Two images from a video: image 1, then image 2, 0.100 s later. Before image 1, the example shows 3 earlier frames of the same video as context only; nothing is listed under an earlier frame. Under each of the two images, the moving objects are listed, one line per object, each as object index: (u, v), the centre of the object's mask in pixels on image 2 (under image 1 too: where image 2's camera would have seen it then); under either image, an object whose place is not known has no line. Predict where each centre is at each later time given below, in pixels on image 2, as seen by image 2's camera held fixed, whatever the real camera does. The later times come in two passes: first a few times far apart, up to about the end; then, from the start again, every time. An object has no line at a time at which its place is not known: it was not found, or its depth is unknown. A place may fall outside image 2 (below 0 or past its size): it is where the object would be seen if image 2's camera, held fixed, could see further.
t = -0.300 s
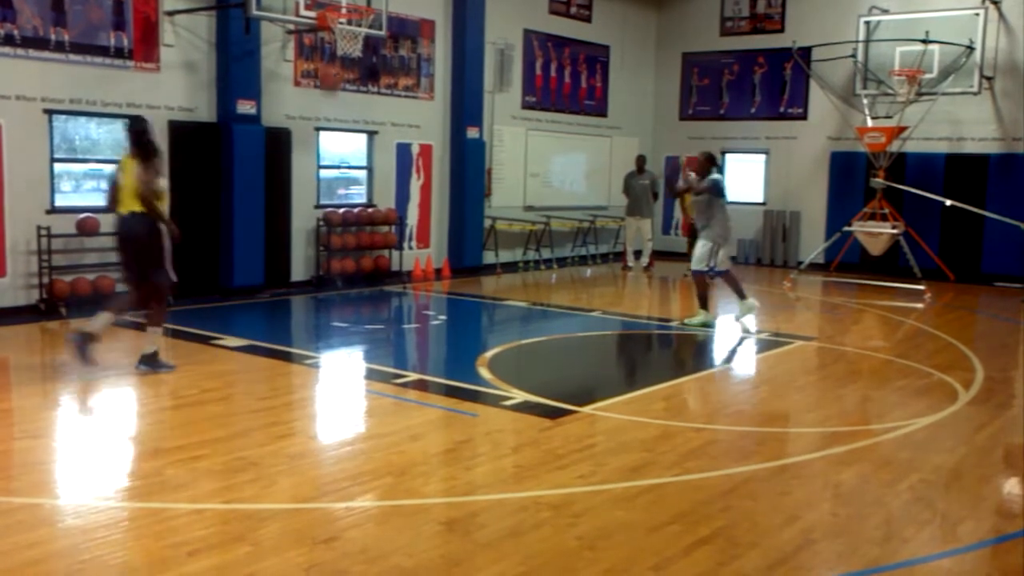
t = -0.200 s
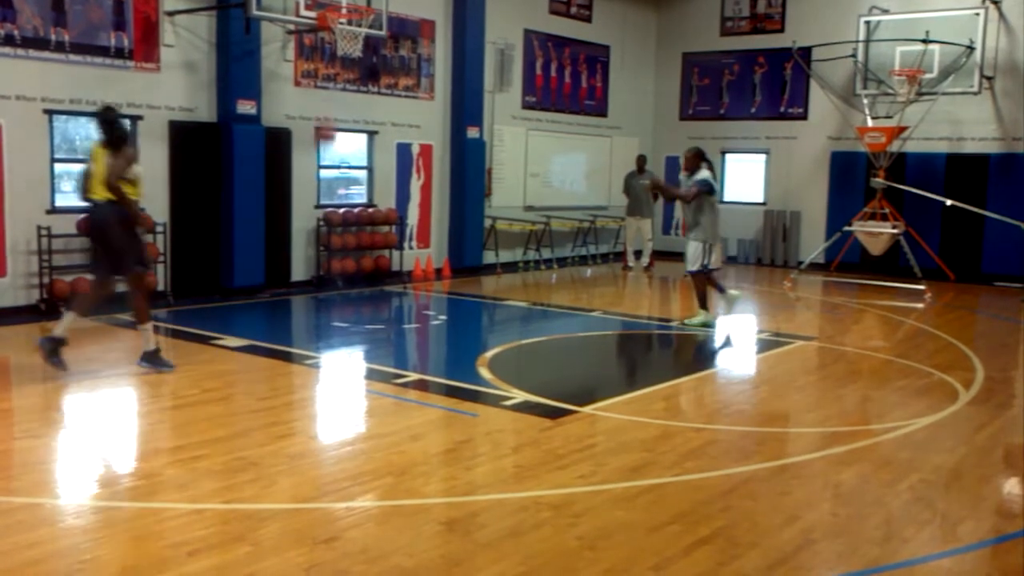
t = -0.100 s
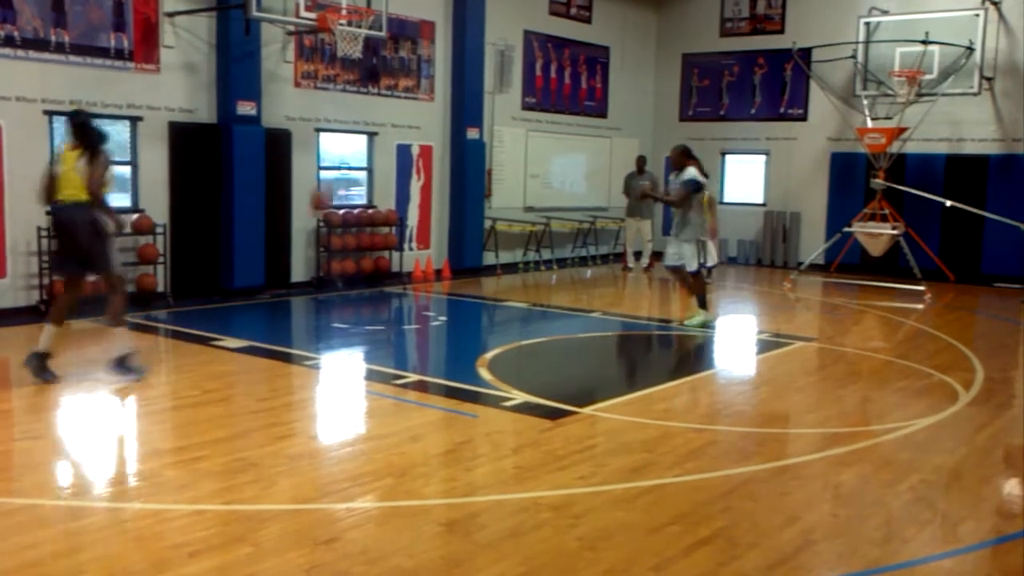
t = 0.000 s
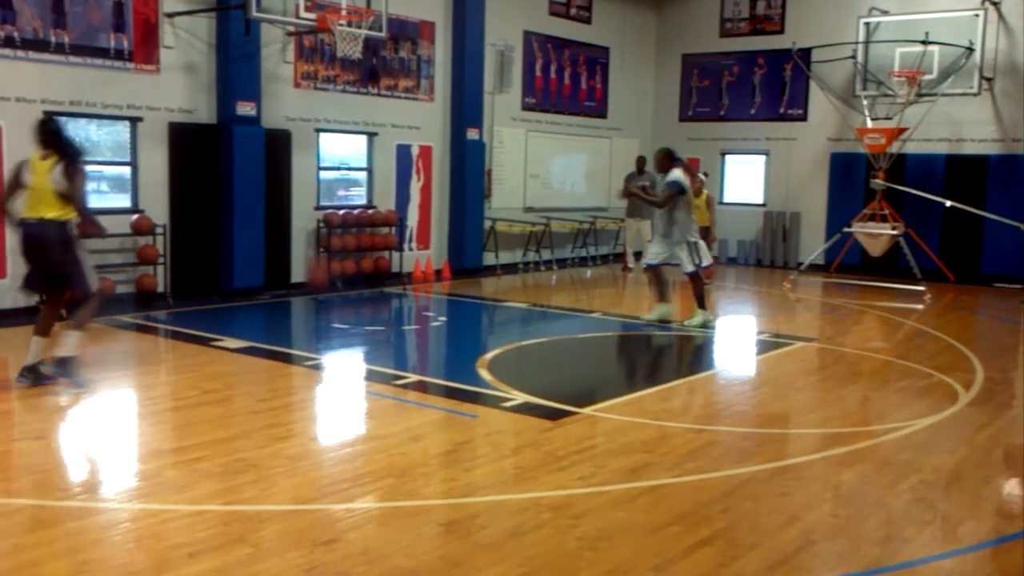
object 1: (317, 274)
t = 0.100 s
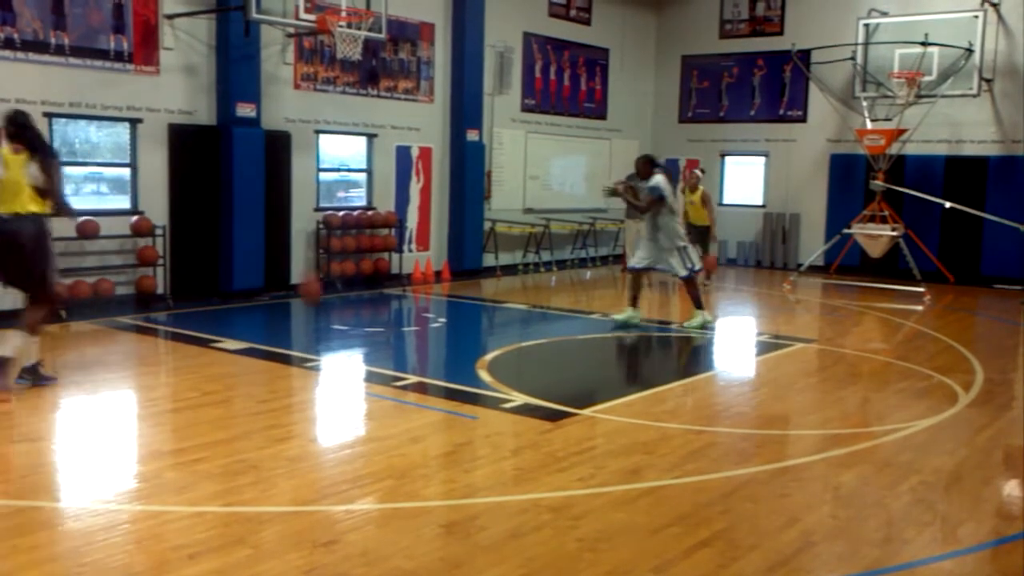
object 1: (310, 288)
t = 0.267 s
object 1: (293, 199)
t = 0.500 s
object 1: (271, 123)
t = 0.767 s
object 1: (244, 107)
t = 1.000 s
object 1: (220, 159)
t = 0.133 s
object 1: (308, 269)
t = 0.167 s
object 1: (304, 249)
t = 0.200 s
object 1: (300, 232)
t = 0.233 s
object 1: (296, 215)
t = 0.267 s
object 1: (293, 199)
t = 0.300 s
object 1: (289, 185)
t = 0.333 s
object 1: (286, 172)
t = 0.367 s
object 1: (283, 159)
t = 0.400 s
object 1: (280, 149)
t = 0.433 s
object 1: (277, 140)
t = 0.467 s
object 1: (275, 133)
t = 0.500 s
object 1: (271, 123)
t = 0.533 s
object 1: (268, 117)
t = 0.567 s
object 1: (265, 112)
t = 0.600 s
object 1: (261, 108)
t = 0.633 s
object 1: (258, 105)
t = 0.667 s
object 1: (254, 104)
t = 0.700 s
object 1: (250, 103)
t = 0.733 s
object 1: (247, 105)
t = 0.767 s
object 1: (244, 107)
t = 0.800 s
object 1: (241, 110)
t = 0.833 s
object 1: (237, 115)
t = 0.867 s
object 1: (234, 121)
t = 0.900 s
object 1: (230, 128)
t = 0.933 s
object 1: (227, 137)
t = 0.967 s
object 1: (223, 147)
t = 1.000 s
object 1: (220, 159)
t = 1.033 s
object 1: (216, 172)
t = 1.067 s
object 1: (213, 185)
